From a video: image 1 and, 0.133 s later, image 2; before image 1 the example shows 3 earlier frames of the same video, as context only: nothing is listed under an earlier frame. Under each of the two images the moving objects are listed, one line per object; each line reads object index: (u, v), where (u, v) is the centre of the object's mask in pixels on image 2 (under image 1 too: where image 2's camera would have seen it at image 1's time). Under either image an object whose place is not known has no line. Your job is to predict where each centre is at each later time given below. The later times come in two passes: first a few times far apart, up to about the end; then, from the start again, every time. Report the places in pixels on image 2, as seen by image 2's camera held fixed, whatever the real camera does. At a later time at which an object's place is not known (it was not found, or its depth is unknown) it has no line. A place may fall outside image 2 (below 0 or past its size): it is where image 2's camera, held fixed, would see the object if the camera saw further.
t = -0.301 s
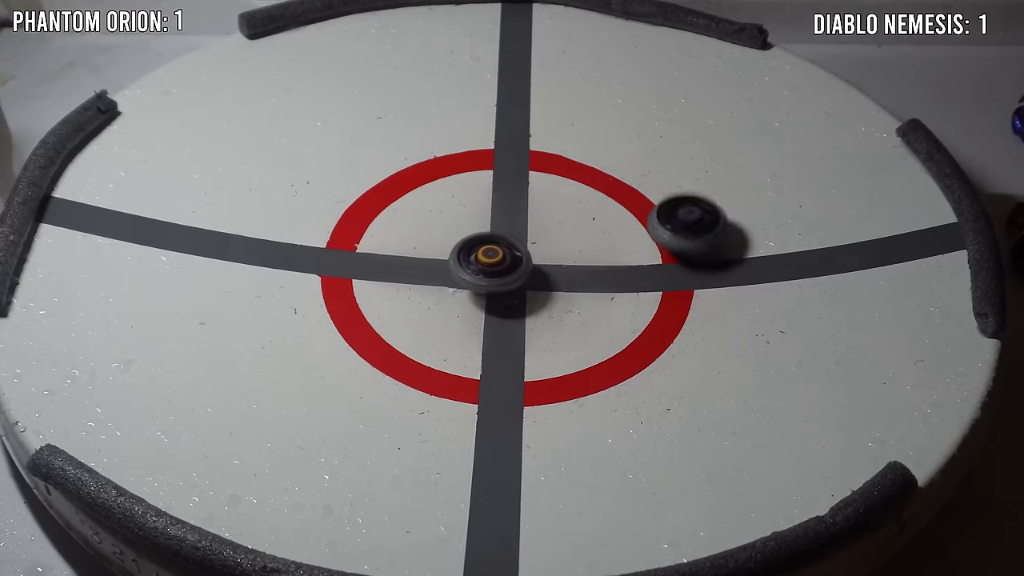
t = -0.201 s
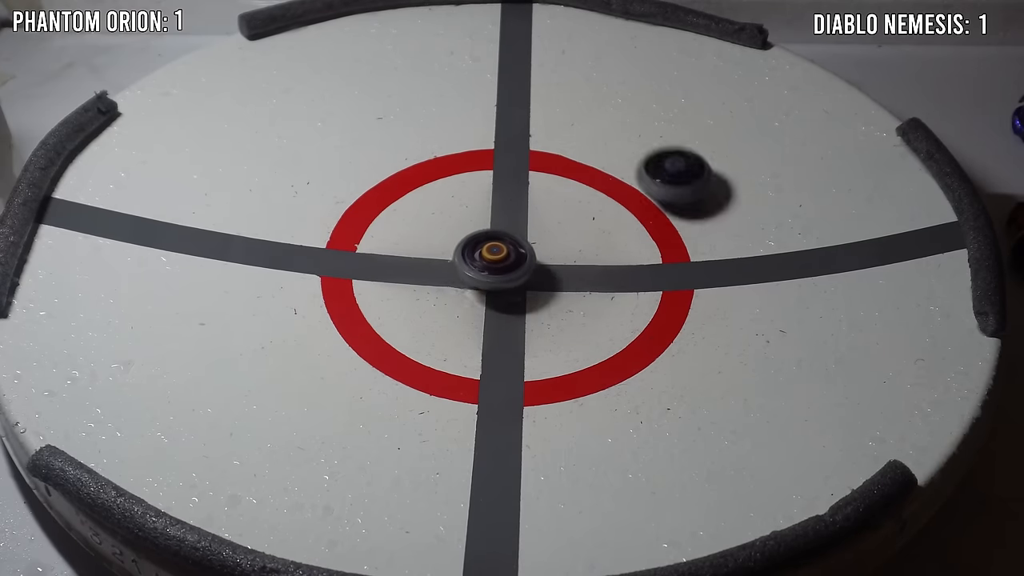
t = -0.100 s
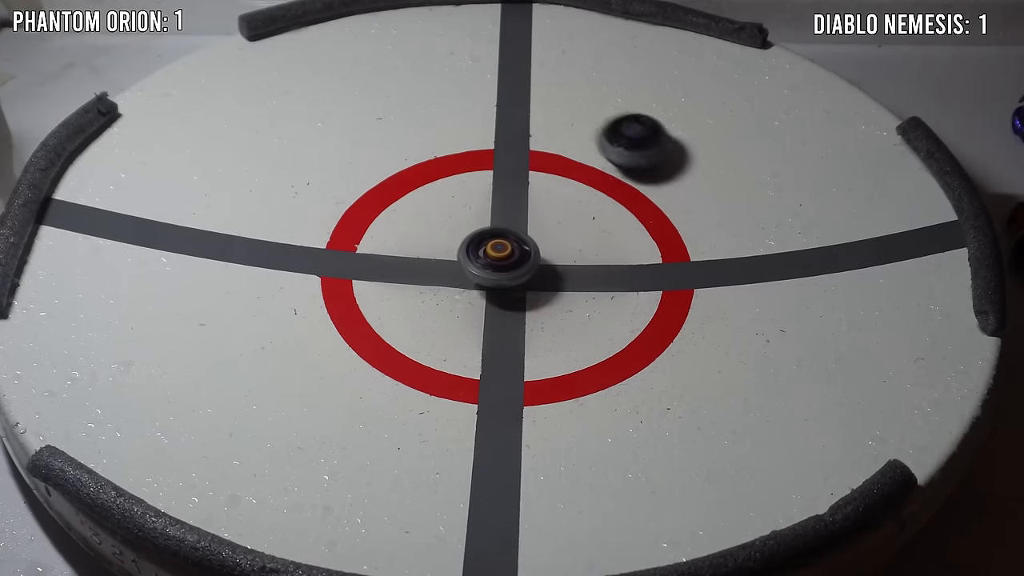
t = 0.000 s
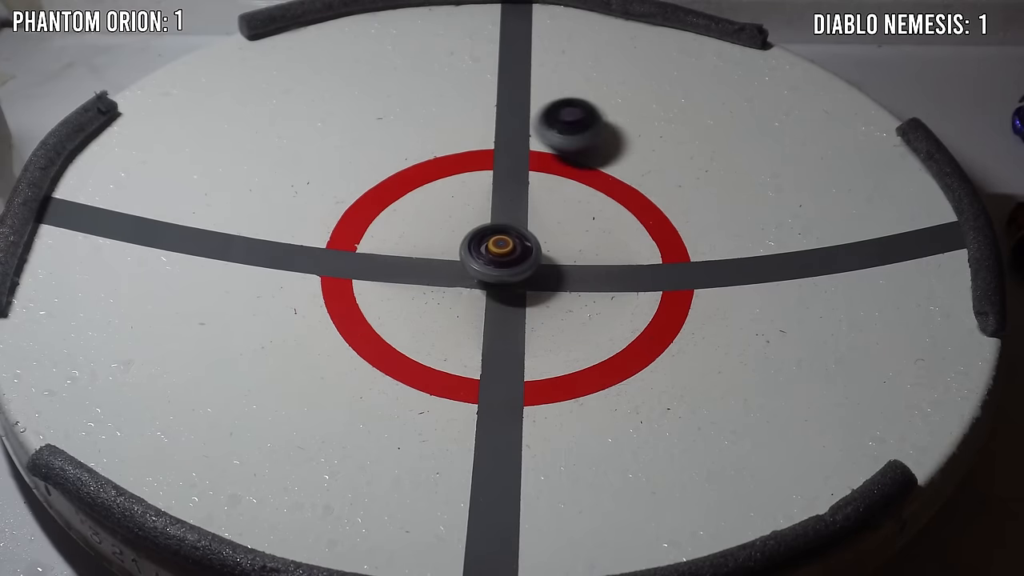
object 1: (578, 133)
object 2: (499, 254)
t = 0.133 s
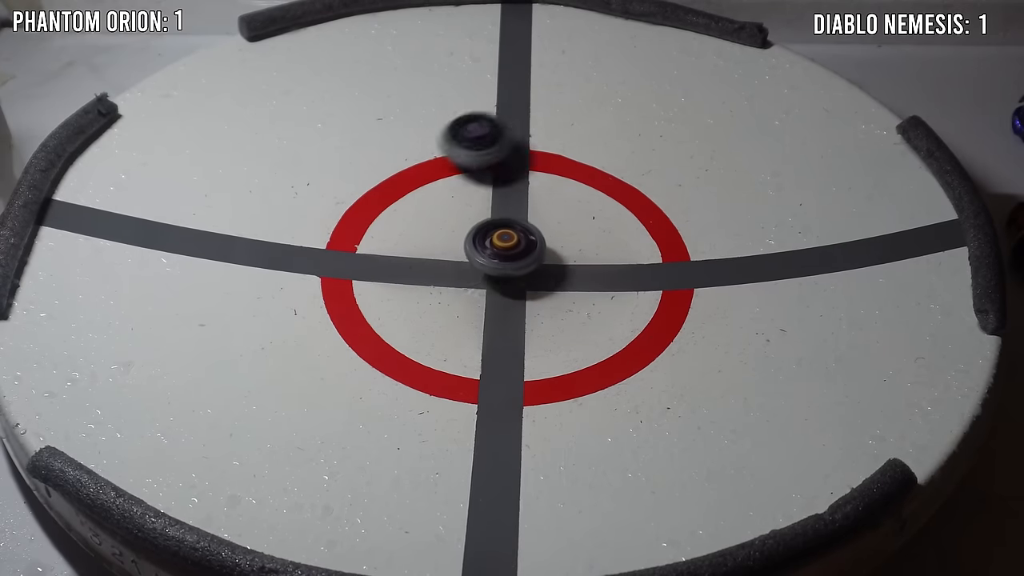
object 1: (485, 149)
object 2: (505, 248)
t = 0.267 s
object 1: (403, 190)
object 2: (509, 240)
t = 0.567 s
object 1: (443, 353)
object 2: (502, 224)
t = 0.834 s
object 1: (628, 353)
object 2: (492, 221)
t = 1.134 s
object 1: (650, 224)
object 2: (491, 226)
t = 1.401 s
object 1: (483, 173)
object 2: (499, 235)
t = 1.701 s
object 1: (335, 247)
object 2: (515, 237)
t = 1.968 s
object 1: (385, 352)
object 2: (517, 235)
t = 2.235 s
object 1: (564, 314)
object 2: (515, 235)
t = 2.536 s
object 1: (589, 198)
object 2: (489, 239)
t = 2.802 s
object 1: (465, 170)
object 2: (489, 244)
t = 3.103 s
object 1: (397, 249)
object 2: (488, 241)
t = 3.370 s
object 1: (518, 304)
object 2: (486, 233)
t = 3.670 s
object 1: (618, 244)
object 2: (488, 235)
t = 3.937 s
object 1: (534, 192)
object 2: (488, 234)
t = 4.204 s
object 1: (456, 159)
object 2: (436, 304)
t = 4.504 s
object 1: (414, 223)
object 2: (461, 327)
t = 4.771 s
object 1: (525, 273)
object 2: (486, 328)
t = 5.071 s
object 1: (633, 245)
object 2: (505, 312)
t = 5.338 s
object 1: (573, 204)
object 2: (516, 287)
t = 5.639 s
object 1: (472, 224)
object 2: (532, 281)
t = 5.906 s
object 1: (446, 258)
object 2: (548, 265)
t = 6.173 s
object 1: (486, 276)
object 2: (572, 240)
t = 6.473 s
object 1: (491, 247)
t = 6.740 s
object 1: (444, 234)
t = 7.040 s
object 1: (446, 249)
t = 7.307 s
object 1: (498, 244)
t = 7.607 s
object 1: (489, 233)
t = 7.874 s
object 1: (449, 255)
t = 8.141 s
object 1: (465, 269)
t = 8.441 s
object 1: (479, 269)
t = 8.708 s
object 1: (469, 253)
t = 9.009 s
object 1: (465, 235)
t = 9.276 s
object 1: (469, 225)
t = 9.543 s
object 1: (478, 221)
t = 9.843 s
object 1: (487, 221)
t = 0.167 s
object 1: (464, 159)
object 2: (506, 246)
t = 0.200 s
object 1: (443, 171)
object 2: (508, 243)
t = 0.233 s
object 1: (418, 176)
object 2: (509, 242)
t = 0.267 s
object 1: (403, 190)
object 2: (509, 240)
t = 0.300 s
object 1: (392, 208)
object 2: (509, 238)
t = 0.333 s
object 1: (384, 229)
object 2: (508, 235)
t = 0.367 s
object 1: (384, 250)
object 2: (507, 233)
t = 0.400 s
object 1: (383, 269)
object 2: (506, 231)
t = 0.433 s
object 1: (380, 281)
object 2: (505, 229)
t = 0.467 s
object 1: (386, 294)
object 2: (504, 228)
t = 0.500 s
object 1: (399, 313)
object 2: (503, 226)
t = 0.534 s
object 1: (424, 339)
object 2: (502, 225)
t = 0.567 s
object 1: (443, 353)
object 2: (502, 224)
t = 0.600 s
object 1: (463, 364)
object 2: (503, 223)
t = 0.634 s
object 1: (483, 373)
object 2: (502, 222)
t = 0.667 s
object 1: (501, 370)
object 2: (501, 220)
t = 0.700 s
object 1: (527, 372)
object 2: (499, 220)
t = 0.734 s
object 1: (554, 371)
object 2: (497, 220)
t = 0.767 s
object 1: (581, 366)
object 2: (495, 220)
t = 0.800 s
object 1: (604, 360)
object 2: (494, 221)
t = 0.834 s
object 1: (628, 353)
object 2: (492, 221)
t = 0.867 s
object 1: (646, 341)
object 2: (491, 221)
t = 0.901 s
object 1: (661, 327)
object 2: (491, 222)
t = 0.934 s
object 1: (670, 310)
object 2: (491, 222)
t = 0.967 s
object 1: (674, 294)
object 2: (491, 223)
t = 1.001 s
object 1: (676, 277)
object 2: (491, 224)
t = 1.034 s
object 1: (681, 267)
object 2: (490, 225)
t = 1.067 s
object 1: (674, 252)
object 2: (490, 225)
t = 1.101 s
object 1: (663, 238)
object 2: (491, 225)
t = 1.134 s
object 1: (650, 224)
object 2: (491, 226)
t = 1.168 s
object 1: (635, 212)
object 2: (489, 227)
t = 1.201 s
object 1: (616, 201)
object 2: (488, 228)
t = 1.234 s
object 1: (596, 193)
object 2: (490, 229)
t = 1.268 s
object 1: (575, 187)
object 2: (491, 231)
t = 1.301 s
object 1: (552, 182)
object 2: (492, 233)
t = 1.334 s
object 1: (523, 172)
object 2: (494, 234)
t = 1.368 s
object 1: (500, 171)
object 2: (496, 234)
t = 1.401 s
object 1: (483, 173)
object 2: (499, 235)
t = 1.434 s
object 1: (467, 177)
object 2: (501, 237)
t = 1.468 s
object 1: (445, 176)
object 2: (503, 238)
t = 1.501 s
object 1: (419, 177)
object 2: (505, 237)
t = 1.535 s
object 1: (399, 183)
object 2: (506, 237)
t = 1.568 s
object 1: (381, 191)
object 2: (509, 238)
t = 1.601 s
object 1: (366, 201)
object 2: (511, 238)
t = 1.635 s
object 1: (358, 220)
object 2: (513, 237)
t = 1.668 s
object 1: (346, 234)
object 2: (515, 237)
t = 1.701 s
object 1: (335, 247)
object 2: (515, 237)
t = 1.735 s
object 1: (328, 264)
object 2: (512, 237)
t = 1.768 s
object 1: (325, 277)
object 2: (512, 237)
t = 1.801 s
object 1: (324, 292)
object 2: (514, 237)
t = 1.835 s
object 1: (327, 306)
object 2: (513, 236)
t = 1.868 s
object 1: (328, 309)
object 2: (514, 235)
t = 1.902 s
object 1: (349, 333)
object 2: (516, 235)
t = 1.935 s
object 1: (365, 344)
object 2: (517, 235)
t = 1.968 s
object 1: (385, 352)
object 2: (517, 235)
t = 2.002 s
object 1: (410, 357)
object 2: (520, 234)
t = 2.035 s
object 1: (437, 359)
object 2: (520, 234)
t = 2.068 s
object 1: (462, 357)
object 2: (520, 234)
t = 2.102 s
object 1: (488, 353)
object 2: (519, 234)
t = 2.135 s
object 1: (511, 346)
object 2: (518, 234)
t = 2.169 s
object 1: (533, 337)
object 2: (517, 235)
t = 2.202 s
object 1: (549, 326)
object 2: (516, 235)
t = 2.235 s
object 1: (564, 314)
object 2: (515, 235)
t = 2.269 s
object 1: (578, 301)
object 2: (514, 237)
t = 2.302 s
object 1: (587, 287)
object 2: (513, 238)
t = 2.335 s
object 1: (598, 274)
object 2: (507, 236)
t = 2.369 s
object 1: (605, 261)
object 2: (501, 236)
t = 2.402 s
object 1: (608, 247)
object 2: (497, 237)
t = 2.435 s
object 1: (606, 233)
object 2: (494, 237)
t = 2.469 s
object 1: (603, 221)
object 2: (492, 238)
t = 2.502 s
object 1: (598, 209)
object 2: (489, 238)
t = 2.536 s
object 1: (589, 198)
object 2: (489, 239)
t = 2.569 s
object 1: (577, 187)
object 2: (488, 241)
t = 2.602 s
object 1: (564, 179)
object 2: (488, 242)
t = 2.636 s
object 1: (550, 172)
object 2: (487, 243)
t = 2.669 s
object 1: (534, 167)
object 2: (486, 244)
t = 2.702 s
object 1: (516, 164)
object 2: (487, 244)
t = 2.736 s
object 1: (498, 163)
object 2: (488, 244)
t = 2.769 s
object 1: (481, 165)
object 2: (489, 244)
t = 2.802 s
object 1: (465, 170)
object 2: (489, 244)
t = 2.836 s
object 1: (450, 176)
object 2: (490, 244)
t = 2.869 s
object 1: (428, 173)
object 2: (490, 244)
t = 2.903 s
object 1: (414, 180)
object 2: (489, 243)
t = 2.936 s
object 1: (404, 189)
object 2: (488, 243)
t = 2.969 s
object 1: (396, 199)
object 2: (488, 242)
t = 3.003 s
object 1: (394, 216)
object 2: (488, 243)
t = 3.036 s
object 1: (393, 225)
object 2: (488, 243)
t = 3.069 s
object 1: (394, 238)
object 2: (488, 242)
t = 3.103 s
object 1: (397, 249)
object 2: (488, 241)
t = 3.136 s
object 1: (403, 262)
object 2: (488, 240)
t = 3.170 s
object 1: (414, 273)
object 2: (487, 239)
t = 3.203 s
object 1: (428, 282)
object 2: (487, 238)
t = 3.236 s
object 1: (444, 292)
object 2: (488, 236)
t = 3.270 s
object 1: (460, 297)
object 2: (487, 234)
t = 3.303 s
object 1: (480, 302)
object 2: (486, 233)
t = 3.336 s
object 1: (499, 304)
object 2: (486, 233)
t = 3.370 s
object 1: (518, 304)
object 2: (486, 233)
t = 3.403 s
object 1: (535, 304)
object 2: (486, 234)
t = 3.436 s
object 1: (550, 299)
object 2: (487, 234)
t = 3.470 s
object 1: (566, 294)
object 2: (487, 234)
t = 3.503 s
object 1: (580, 287)
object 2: (486, 233)
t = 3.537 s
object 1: (595, 281)
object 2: (486, 234)
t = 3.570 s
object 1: (603, 270)
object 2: (486, 234)
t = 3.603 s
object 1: (616, 261)
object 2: (487, 234)
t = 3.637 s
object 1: (620, 254)
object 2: (487, 234)
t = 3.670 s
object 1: (618, 244)
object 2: (488, 235)
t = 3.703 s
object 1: (614, 233)
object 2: (488, 234)
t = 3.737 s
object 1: (606, 223)
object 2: (487, 234)
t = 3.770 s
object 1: (597, 215)
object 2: (487, 234)
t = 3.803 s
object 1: (587, 208)
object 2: (487, 234)
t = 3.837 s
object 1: (575, 202)
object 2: (487, 235)
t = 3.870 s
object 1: (562, 197)
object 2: (487, 235)
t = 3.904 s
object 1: (548, 195)
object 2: (488, 234)
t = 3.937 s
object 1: (534, 192)
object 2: (488, 234)
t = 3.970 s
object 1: (524, 184)
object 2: (480, 245)
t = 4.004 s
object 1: (516, 174)
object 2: (465, 261)
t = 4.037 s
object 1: (507, 167)
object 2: (455, 273)
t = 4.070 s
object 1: (498, 162)
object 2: (446, 284)
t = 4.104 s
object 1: (487, 160)
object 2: (440, 291)
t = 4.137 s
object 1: (479, 159)
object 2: (438, 297)
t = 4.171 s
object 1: (468, 158)
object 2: (437, 300)
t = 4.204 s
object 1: (456, 159)
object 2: (436, 304)
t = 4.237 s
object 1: (438, 154)
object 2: (438, 308)
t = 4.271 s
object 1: (427, 159)
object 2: (439, 311)
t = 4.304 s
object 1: (419, 168)
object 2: (442, 314)
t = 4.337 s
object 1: (411, 174)
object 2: (445, 316)
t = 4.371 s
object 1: (408, 182)
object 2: (449, 319)
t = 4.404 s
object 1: (406, 193)
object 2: (451, 321)
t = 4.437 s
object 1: (406, 202)
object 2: (455, 322)
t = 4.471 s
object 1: (409, 212)
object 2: (458, 325)
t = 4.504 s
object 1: (414, 223)
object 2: (461, 327)
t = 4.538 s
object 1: (423, 233)
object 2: (464, 328)
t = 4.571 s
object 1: (434, 242)
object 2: (467, 329)
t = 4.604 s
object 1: (453, 256)
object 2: (470, 330)
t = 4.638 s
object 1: (468, 264)
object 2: (474, 330)
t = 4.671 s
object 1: (480, 267)
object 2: (479, 329)
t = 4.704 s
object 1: (491, 268)
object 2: (481, 328)
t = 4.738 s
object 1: (508, 271)
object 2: (484, 328)
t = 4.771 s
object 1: (525, 273)
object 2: (486, 328)
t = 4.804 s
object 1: (543, 276)
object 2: (488, 327)
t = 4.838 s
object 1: (564, 283)
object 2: (491, 326)
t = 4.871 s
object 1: (579, 281)
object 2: (493, 324)
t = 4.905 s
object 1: (593, 277)
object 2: (495, 323)
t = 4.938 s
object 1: (606, 272)
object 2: (497, 321)
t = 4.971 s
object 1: (615, 266)
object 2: (499, 319)
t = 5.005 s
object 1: (623, 259)
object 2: (502, 317)
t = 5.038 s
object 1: (630, 252)
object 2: (503, 315)
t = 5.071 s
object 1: (633, 245)
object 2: (505, 312)
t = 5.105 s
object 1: (635, 237)
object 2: (507, 309)
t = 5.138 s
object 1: (632, 229)
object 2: (509, 306)
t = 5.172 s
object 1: (627, 221)
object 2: (511, 303)
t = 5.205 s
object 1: (620, 214)
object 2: (512, 300)
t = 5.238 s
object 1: (611, 208)
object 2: (512, 296)
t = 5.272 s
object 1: (599, 204)
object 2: (513, 293)
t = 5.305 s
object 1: (586, 203)
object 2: (514, 290)
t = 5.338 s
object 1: (573, 204)
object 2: (516, 287)
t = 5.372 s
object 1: (560, 205)
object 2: (517, 284)
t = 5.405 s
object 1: (538, 199)
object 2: (518, 280)
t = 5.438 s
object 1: (526, 203)
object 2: (519, 276)
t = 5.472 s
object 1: (514, 207)
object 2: (519, 271)
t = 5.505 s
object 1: (504, 213)
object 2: (519, 268)
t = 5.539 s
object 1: (495, 214)
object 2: (522, 275)
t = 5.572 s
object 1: (486, 215)
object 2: (525, 280)
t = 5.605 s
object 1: (480, 220)
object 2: (528, 281)
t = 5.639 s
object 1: (472, 224)
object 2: (532, 281)
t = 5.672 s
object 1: (458, 219)
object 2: (537, 280)
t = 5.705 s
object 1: (460, 231)
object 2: (540, 278)
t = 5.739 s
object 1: (454, 235)
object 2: (542, 276)
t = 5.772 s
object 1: (450, 241)
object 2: (544, 274)
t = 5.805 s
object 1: (444, 245)
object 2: (545, 272)
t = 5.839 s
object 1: (443, 251)
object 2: (546, 270)
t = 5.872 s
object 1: (444, 255)
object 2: (547, 267)
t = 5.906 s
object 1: (446, 258)
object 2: (548, 265)
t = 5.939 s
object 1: (449, 264)
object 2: (549, 262)
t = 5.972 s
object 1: (461, 272)
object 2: (548, 260)
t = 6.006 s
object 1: (469, 280)
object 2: (547, 258)
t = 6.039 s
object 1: (467, 273)
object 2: (549, 256)
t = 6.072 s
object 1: (470, 275)
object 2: (561, 251)
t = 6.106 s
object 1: (477, 276)
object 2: (567, 247)
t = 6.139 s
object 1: (481, 277)
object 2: (570, 243)
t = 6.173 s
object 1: (486, 276)
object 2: (572, 240)
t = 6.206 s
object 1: (494, 275)
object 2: (575, 237)
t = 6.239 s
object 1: (501, 274)
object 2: (577, 233)
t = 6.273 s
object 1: (508, 269)
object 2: (578, 230)
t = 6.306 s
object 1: (510, 266)
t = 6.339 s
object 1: (515, 261)
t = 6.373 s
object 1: (511, 256)
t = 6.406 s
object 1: (503, 255)
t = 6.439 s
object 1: (497, 252)
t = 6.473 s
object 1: (491, 247)
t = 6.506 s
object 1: (486, 244)
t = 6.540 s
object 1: (483, 244)
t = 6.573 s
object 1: (472, 239)
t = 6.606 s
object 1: (467, 237)
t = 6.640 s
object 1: (460, 236)
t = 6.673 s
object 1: (455, 235)
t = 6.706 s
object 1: (450, 235)
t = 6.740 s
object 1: (444, 234)
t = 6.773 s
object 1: (438, 235)
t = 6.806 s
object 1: (437, 235)
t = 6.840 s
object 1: (434, 237)
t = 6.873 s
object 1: (434, 238)
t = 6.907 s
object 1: (435, 240)
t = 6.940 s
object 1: (435, 242)
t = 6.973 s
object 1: (437, 244)
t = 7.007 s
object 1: (442, 247)
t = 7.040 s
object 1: (446, 249)
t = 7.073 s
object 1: (452, 251)
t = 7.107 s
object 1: (457, 252)
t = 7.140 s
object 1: (466, 252)
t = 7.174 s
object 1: (471, 252)
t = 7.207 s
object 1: (479, 250)
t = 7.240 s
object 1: (485, 250)
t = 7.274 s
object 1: (492, 246)
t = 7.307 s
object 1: (498, 244)
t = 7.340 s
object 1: (505, 240)
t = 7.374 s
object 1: (510, 237)
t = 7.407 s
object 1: (514, 233)
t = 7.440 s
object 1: (519, 230)
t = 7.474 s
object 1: (519, 226)
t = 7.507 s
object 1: (509, 226)
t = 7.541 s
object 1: (500, 226)
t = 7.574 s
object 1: (493, 225)
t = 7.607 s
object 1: (489, 233)
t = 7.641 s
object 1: (484, 235)
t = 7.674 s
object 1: (478, 236)
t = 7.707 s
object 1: (471, 238)
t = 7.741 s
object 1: (466, 240)
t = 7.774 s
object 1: (461, 244)
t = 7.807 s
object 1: (455, 247)
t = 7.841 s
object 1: (450, 251)
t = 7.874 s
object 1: (449, 255)
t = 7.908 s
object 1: (442, 250)
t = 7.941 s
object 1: (442, 253)
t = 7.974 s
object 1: (444, 257)
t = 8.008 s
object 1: (453, 264)
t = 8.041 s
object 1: (449, 263)
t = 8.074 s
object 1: (454, 266)
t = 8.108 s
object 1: (460, 268)
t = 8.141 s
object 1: (465, 269)
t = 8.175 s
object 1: (472, 269)
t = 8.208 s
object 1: (478, 270)
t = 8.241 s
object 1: (482, 270)
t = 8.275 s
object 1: (482, 271)
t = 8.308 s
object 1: (481, 271)
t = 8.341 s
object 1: (482, 271)
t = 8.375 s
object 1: (481, 271)
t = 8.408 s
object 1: (479, 270)
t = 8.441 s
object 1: (479, 269)
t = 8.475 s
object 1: (478, 269)
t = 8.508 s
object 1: (477, 267)
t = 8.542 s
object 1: (475, 265)
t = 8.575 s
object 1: (474, 263)
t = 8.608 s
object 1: (472, 260)
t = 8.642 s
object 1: (472, 258)
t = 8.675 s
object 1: (471, 257)
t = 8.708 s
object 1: (469, 253)
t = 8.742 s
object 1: (469, 252)
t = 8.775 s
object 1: (471, 253)
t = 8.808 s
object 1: (467, 246)
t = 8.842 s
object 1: (465, 244)
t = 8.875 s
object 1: (467, 244)
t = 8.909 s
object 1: (463, 242)
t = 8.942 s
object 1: (465, 240)
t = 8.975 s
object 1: (468, 240)
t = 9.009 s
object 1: (465, 235)
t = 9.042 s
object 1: (466, 235)
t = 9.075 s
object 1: (465, 232)
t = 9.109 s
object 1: (466, 233)
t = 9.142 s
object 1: (466, 231)
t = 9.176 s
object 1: (466, 228)
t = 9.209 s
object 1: (467, 227)
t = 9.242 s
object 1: (468, 226)
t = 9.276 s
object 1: (469, 225)
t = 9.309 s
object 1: (469, 225)
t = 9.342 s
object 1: (469, 225)
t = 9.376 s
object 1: (470, 223)
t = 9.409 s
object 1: (471, 222)
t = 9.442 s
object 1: (471, 223)
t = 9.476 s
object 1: (473, 222)
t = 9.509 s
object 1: (479, 221)
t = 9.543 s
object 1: (478, 221)
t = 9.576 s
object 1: (478, 221)
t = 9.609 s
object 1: (479, 219)
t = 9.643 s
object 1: (481, 219)
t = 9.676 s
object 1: (481, 220)
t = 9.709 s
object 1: (485, 221)
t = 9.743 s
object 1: (487, 220)
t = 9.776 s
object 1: (484, 220)
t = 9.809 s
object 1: (486, 221)
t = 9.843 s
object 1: (487, 221)
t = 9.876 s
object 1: (490, 221)
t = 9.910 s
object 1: (493, 222)
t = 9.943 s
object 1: (493, 222)
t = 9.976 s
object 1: (494, 215)
